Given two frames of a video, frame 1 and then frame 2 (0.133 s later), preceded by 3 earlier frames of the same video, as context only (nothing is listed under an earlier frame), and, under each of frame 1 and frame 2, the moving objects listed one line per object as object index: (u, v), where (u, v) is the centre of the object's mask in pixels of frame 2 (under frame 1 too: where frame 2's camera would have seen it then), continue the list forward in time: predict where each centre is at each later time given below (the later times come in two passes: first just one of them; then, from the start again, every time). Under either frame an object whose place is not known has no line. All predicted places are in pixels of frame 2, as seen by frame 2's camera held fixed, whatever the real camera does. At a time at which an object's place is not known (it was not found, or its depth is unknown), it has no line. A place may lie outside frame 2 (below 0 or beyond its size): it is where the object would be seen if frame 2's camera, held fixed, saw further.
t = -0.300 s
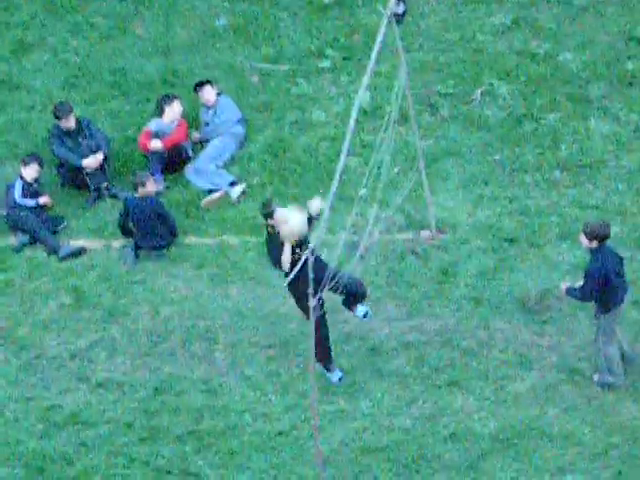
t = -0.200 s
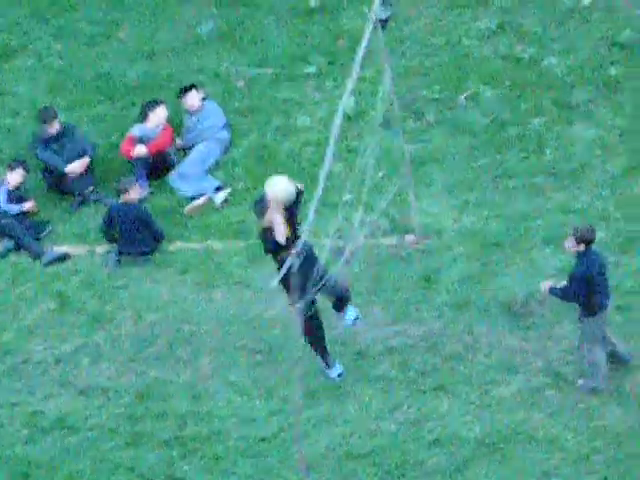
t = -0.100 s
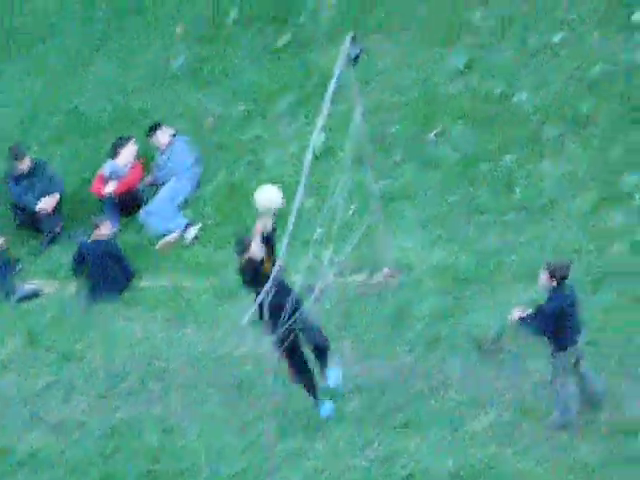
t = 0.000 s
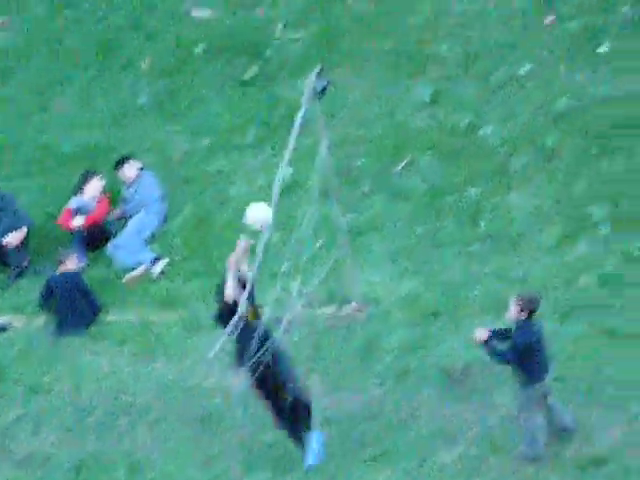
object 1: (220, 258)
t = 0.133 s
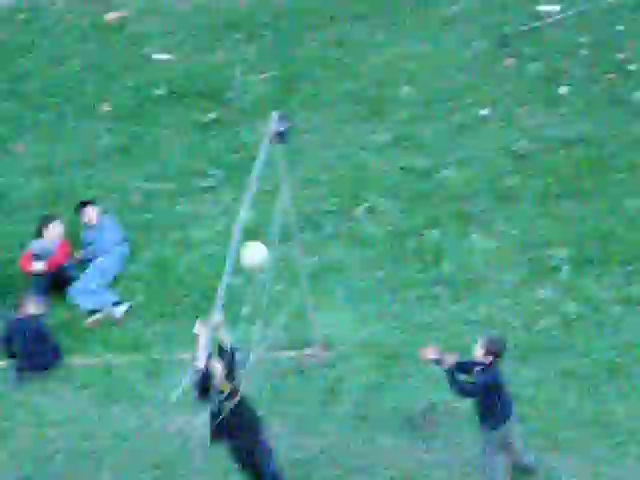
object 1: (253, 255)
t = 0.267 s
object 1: (290, 271)
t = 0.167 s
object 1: (261, 258)
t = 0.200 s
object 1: (271, 261)
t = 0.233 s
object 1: (281, 267)
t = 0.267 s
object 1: (290, 271)
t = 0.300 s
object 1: (300, 279)
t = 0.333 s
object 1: (309, 287)
